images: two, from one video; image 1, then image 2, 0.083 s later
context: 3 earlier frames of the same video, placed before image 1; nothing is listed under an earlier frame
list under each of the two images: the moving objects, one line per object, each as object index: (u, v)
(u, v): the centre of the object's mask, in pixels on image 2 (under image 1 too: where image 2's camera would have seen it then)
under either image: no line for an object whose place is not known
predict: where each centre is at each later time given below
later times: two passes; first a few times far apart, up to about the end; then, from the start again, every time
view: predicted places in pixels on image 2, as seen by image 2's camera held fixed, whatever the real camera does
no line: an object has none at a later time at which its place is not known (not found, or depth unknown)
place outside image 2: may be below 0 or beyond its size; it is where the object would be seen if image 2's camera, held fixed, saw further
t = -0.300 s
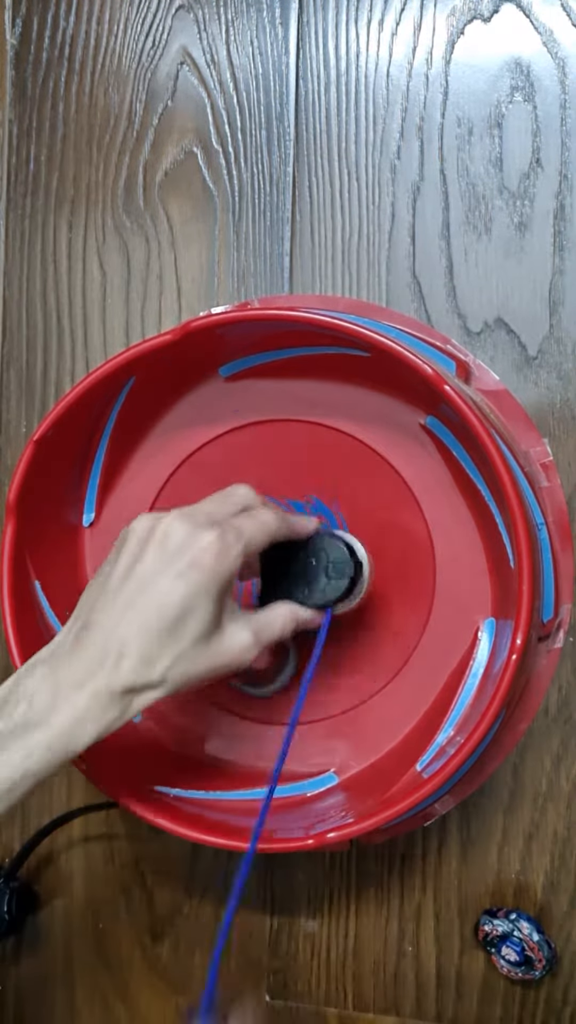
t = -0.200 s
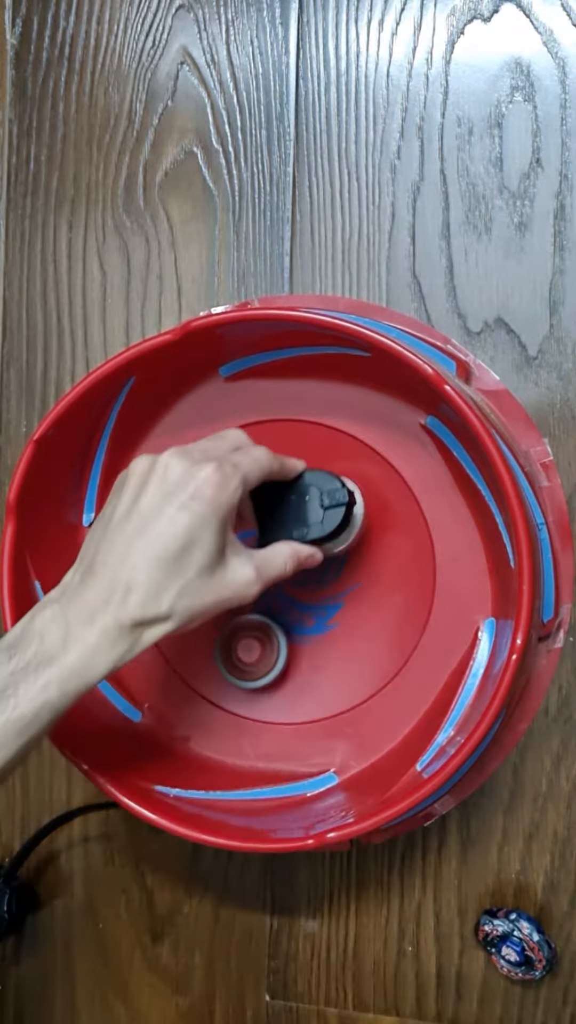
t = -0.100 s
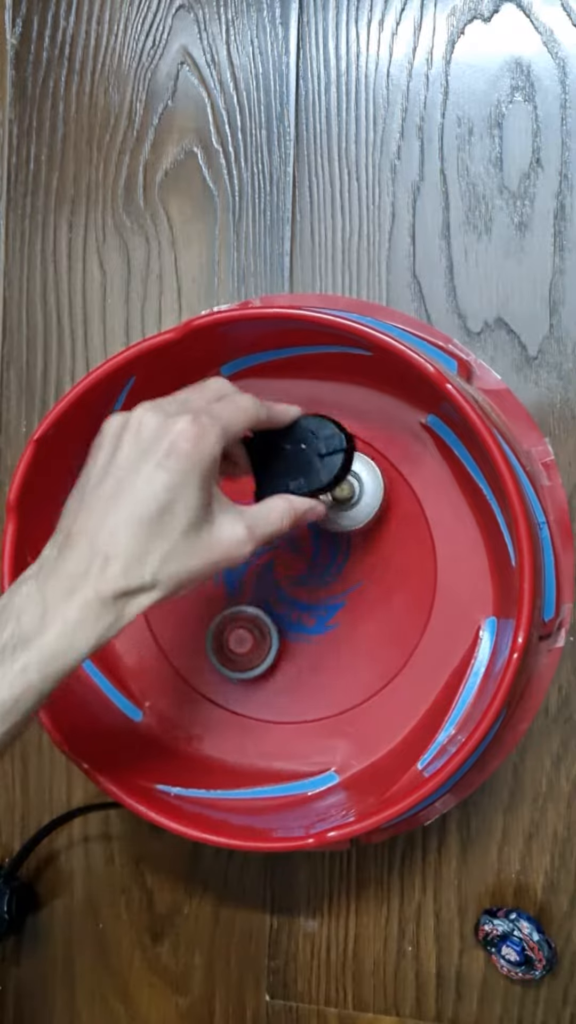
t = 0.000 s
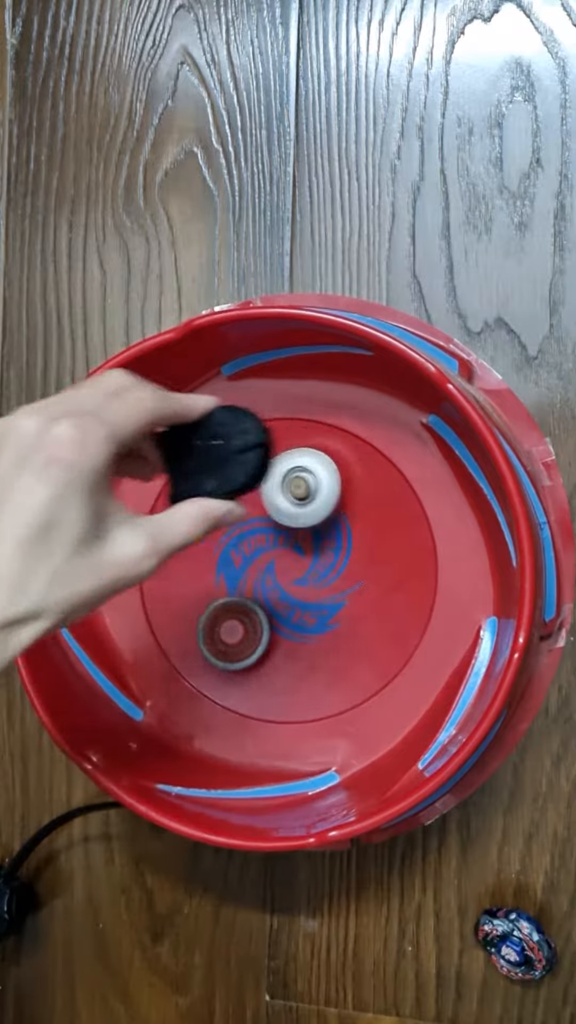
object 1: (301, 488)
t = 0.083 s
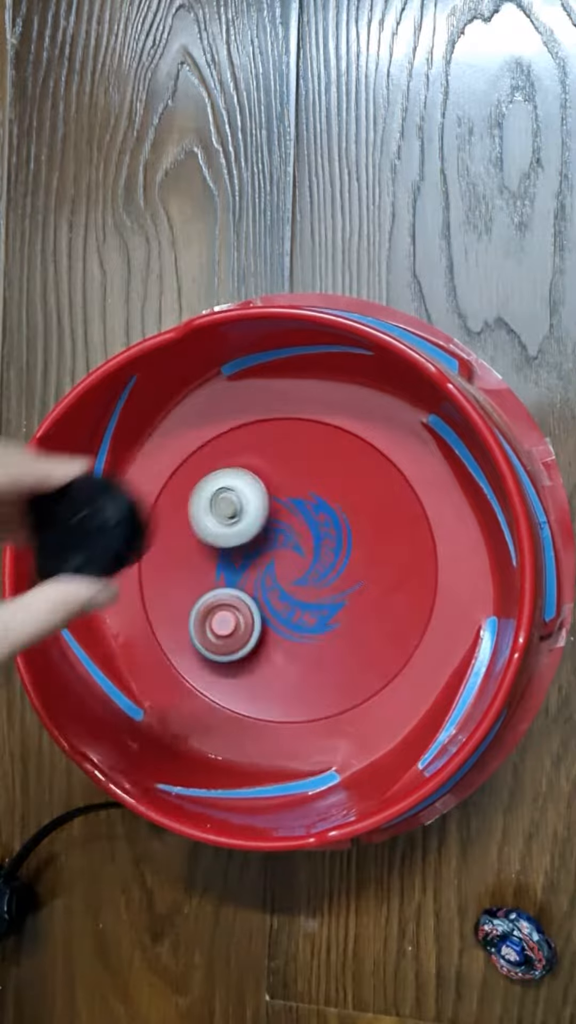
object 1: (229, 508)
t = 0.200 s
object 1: (136, 593)
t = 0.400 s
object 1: (178, 715)
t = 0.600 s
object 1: (240, 736)
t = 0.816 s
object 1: (347, 628)
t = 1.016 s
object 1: (299, 423)
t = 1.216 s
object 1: (147, 456)
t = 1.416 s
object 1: (99, 567)
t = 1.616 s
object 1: (148, 663)
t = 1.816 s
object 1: (331, 697)
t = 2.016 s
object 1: (382, 471)
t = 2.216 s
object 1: (397, 469)
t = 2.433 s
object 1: (331, 574)
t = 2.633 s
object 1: (245, 511)
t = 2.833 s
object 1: (172, 599)
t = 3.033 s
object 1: (250, 689)
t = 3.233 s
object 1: (351, 606)
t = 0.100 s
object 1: (213, 516)
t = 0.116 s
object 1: (197, 526)
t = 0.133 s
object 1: (183, 537)
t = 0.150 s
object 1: (169, 549)
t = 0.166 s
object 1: (156, 562)
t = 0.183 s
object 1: (145, 577)
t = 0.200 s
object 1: (136, 593)
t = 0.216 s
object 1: (131, 609)
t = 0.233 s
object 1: (130, 625)
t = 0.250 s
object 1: (131, 641)
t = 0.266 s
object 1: (133, 655)
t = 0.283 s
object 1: (132, 670)
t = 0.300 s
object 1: (131, 685)
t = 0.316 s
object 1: (136, 693)
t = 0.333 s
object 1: (146, 698)
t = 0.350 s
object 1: (157, 702)
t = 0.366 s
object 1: (165, 707)
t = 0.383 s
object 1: (172, 711)
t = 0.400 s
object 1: (178, 715)
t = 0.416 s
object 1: (184, 718)
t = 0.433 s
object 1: (191, 722)
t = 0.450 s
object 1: (196, 725)
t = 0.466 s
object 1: (201, 728)
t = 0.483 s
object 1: (206, 731)
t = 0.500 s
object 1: (210, 733)
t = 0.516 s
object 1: (215, 735)
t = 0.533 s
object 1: (220, 736)
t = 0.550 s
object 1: (225, 737)
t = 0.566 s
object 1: (230, 737)
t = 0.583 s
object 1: (235, 737)
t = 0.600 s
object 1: (240, 736)
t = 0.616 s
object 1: (245, 734)
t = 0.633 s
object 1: (249, 732)
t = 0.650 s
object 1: (253, 729)
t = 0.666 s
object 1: (259, 725)
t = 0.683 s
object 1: (266, 719)
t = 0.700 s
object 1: (274, 713)
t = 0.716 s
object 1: (284, 704)
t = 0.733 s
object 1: (294, 695)
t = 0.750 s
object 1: (305, 685)
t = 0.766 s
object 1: (316, 674)
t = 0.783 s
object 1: (327, 660)
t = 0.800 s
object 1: (338, 645)
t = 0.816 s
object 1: (347, 628)
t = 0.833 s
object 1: (354, 610)
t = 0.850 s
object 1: (360, 592)
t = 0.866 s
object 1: (363, 572)
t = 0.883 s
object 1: (365, 554)
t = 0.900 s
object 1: (364, 534)
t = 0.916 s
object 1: (360, 515)
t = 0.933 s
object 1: (355, 496)
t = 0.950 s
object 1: (348, 479)
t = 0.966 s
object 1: (338, 463)
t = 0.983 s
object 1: (327, 448)
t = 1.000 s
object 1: (314, 434)
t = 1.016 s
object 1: (299, 423)
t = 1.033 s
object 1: (282, 417)
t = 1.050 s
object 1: (265, 413)
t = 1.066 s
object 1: (249, 410)
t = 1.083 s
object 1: (233, 405)
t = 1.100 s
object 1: (217, 401)
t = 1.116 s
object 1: (203, 404)
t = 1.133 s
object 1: (193, 414)
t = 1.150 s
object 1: (184, 424)
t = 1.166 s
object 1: (174, 432)
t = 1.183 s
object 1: (164, 441)
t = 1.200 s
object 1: (156, 449)
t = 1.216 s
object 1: (147, 456)
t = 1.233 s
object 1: (139, 464)
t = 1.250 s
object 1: (132, 471)
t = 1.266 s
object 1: (126, 480)
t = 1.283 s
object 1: (121, 489)
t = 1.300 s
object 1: (117, 499)
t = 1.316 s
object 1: (112, 509)
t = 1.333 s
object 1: (109, 519)
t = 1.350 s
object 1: (106, 528)
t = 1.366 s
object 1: (103, 539)
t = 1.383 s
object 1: (101, 548)
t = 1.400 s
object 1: (100, 558)
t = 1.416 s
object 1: (99, 567)
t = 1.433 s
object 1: (99, 577)
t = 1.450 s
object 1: (99, 586)
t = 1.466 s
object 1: (101, 595)
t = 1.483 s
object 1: (105, 603)
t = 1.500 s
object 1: (109, 612)
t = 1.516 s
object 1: (114, 620)
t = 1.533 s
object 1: (119, 628)
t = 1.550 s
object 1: (124, 636)
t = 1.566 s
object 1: (130, 643)
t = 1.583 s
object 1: (135, 651)
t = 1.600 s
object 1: (141, 657)
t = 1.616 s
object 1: (148, 663)
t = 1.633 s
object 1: (156, 670)
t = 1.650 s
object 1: (165, 677)
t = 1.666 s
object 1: (176, 682)
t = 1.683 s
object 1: (189, 688)
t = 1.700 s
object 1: (203, 693)
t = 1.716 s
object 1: (218, 697)
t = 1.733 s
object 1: (236, 701)
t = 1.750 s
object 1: (254, 704)
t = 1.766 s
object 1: (273, 706)
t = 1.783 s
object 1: (292, 705)
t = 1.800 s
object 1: (312, 702)
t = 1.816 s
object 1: (331, 697)
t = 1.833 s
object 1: (350, 690)
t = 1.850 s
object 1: (368, 679)
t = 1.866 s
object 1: (383, 667)
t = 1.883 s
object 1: (396, 649)
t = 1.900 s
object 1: (406, 629)
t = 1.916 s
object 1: (413, 607)
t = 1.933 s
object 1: (418, 583)
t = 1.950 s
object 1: (418, 559)
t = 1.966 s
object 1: (415, 535)
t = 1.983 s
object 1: (407, 512)
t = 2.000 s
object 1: (396, 490)
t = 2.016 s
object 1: (382, 471)
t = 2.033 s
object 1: (365, 453)
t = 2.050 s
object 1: (345, 440)
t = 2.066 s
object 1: (323, 429)
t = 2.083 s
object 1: (329, 403)
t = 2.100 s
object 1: (340, 396)
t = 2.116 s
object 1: (346, 403)
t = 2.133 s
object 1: (354, 412)
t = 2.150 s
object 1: (362, 422)
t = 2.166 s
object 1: (371, 432)
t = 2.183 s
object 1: (381, 443)
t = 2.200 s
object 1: (393, 455)
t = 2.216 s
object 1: (397, 469)
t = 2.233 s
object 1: (394, 485)
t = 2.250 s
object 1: (392, 501)
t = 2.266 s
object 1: (389, 516)
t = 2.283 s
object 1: (387, 531)
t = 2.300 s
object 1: (380, 538)
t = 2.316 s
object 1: (371, 543)
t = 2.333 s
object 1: (363, 547)
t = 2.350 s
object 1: (356, 552)
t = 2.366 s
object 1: (349, 556)
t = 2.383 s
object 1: (343, 561)
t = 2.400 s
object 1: (338, 566)
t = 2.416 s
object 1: (334, 570)
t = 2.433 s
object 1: (331, 574)
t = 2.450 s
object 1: (327, 577)
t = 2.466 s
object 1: (318, 577)
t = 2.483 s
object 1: (311, 571)
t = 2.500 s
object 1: (305, 560)
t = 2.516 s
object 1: (298, 551)
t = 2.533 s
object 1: (291, 541)
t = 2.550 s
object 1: (284, 533)
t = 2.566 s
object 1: (277, 526)
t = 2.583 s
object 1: (270, 521)
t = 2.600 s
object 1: (262, 515)
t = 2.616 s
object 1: (254, 513)
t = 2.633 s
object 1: (245, 511)
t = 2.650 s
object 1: (237, 512)
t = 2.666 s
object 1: (228, 514)
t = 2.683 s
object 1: (219, 518)
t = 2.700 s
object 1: (211, 523)
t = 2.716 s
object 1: (202, 530)
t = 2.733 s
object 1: (195, 537)
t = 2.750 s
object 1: (188, 546)
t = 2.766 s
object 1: (183, 555)
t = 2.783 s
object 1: (179, 566)
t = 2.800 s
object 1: (176, 576)
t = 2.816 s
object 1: (173, 587)
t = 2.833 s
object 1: (172, 599)
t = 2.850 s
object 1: (172, 610)
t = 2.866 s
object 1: (173, 621)
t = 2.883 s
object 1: (176, 632)
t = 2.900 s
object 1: (180, 643)
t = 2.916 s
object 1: (185, 652)
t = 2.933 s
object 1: (192, 661)
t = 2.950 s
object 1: (199, 669)
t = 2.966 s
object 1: (208, 676)
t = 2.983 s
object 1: (217, 682)
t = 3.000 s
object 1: (227, 687)
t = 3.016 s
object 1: (238, 689)
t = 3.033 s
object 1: (250, 689)
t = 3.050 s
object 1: (261, 683)
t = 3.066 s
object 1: (272, 676)
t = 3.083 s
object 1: (284, 667)
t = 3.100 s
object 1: (294, 658)
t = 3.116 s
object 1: (304, 647)
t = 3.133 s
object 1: (312, 635)
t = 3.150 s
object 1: (319, 622)
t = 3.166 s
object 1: (324, 607)
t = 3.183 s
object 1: (327, 592)
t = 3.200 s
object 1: (328, 576)
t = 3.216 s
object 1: (335, 578)
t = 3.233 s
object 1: (351, 606)
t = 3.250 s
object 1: (361, 630)
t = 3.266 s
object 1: (368, 651)
